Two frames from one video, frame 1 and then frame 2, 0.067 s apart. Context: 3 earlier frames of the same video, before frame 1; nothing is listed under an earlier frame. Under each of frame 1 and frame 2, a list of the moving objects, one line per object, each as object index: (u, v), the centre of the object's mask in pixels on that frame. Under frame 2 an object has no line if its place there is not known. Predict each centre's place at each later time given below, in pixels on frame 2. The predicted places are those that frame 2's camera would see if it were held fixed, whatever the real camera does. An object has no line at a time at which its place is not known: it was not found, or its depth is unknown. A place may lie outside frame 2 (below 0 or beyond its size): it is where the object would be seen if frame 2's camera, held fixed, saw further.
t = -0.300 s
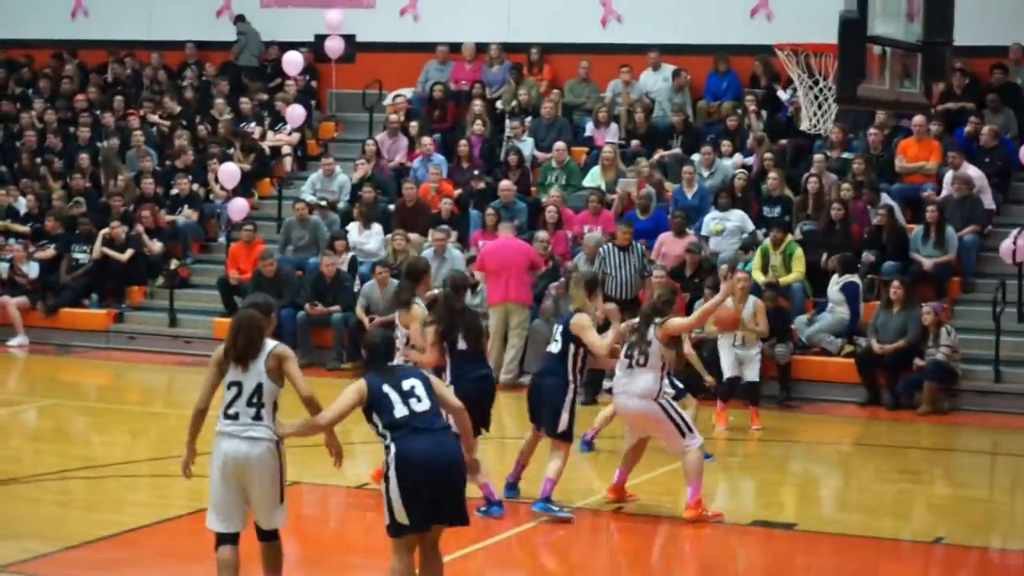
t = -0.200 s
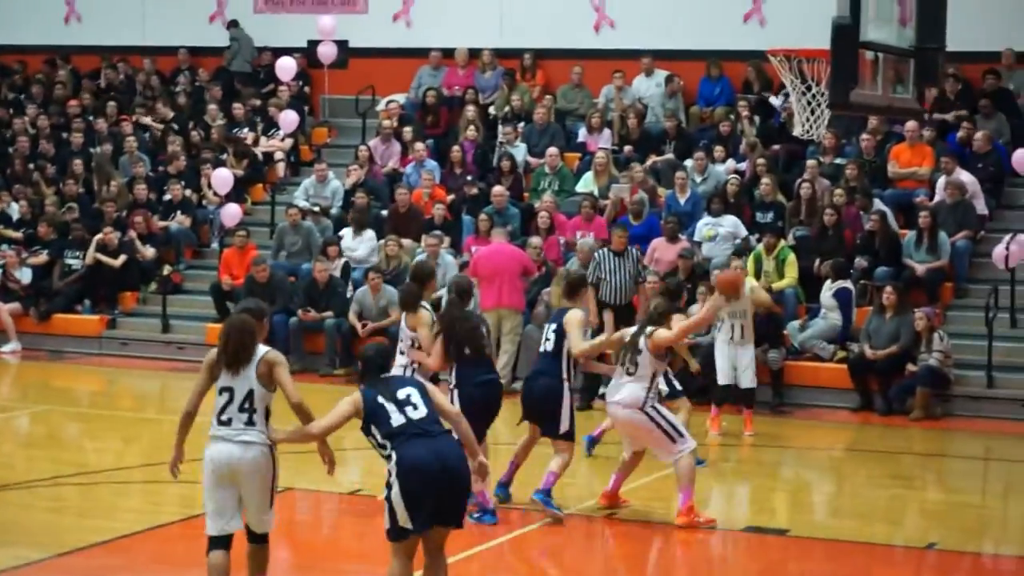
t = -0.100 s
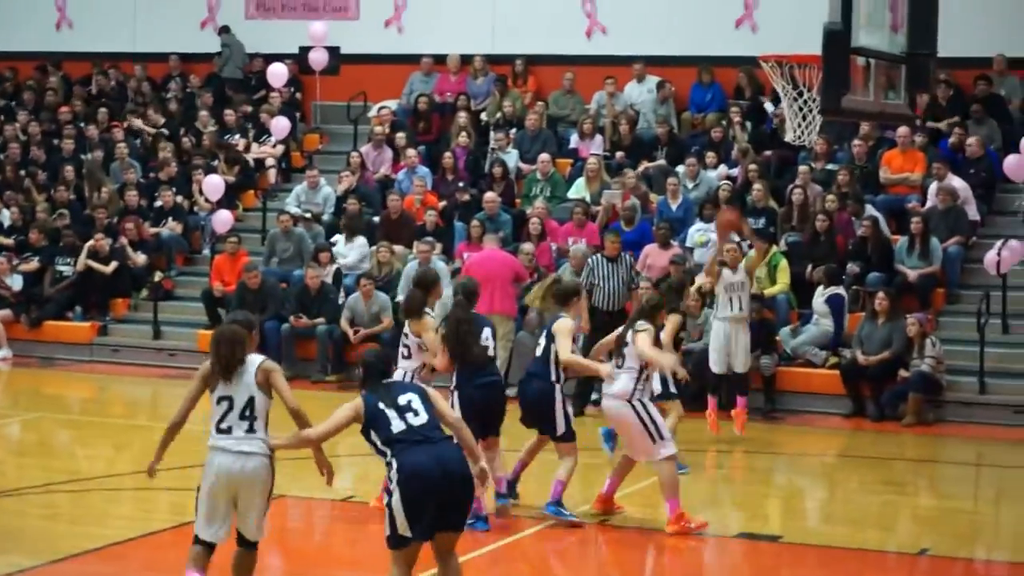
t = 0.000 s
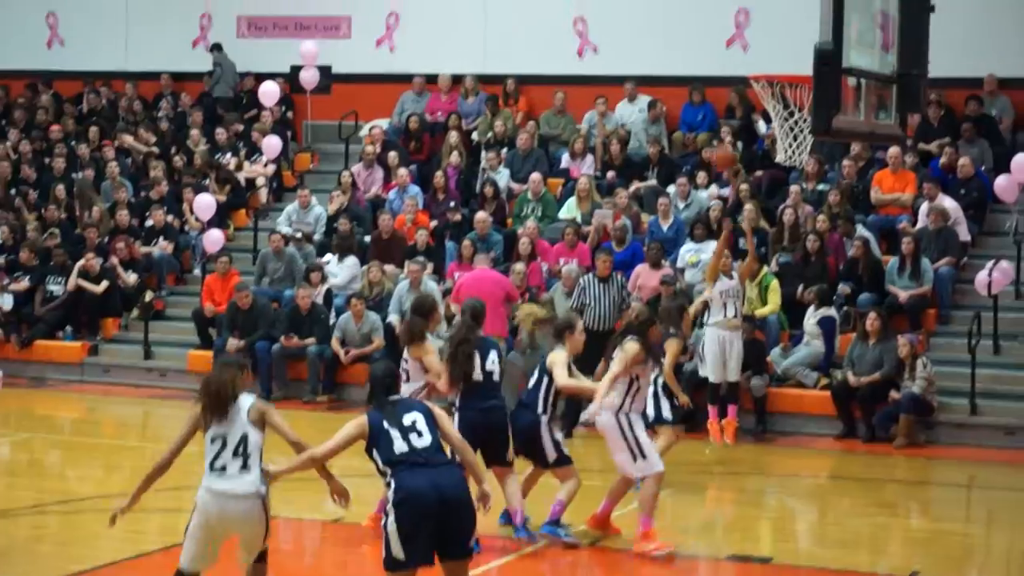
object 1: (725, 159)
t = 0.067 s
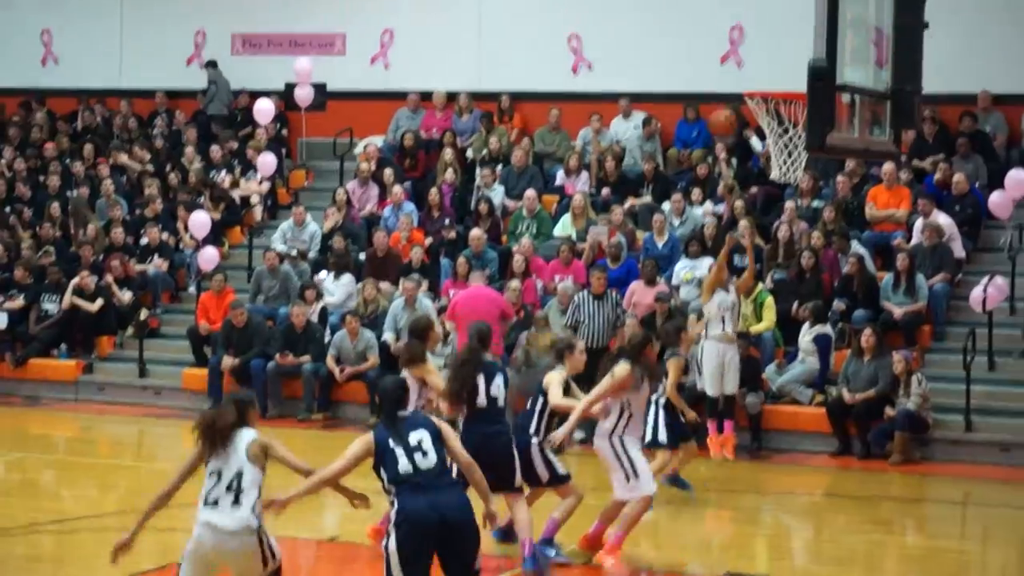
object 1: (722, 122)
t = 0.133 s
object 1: (729, 75)
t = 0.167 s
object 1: (731, 52)
